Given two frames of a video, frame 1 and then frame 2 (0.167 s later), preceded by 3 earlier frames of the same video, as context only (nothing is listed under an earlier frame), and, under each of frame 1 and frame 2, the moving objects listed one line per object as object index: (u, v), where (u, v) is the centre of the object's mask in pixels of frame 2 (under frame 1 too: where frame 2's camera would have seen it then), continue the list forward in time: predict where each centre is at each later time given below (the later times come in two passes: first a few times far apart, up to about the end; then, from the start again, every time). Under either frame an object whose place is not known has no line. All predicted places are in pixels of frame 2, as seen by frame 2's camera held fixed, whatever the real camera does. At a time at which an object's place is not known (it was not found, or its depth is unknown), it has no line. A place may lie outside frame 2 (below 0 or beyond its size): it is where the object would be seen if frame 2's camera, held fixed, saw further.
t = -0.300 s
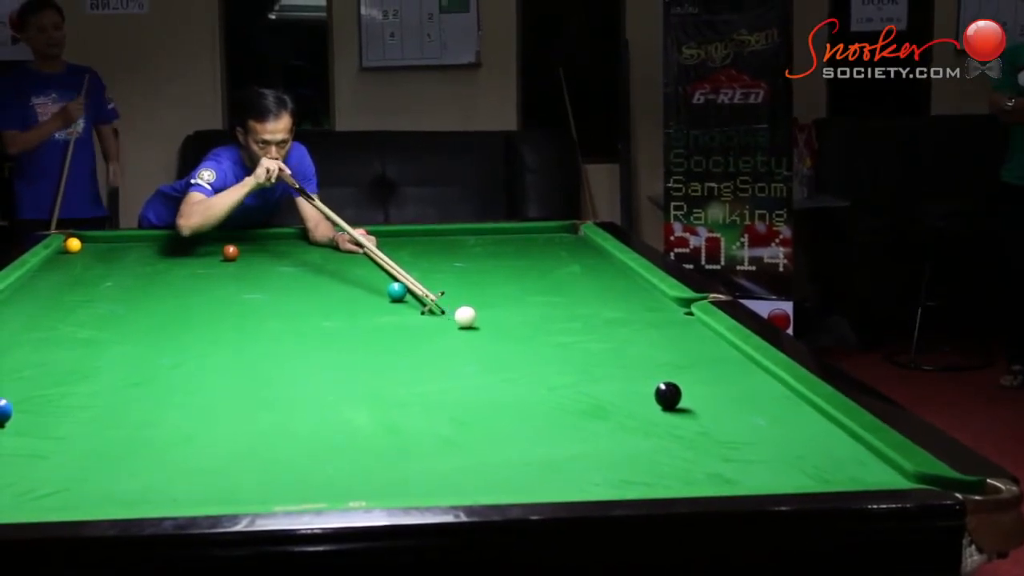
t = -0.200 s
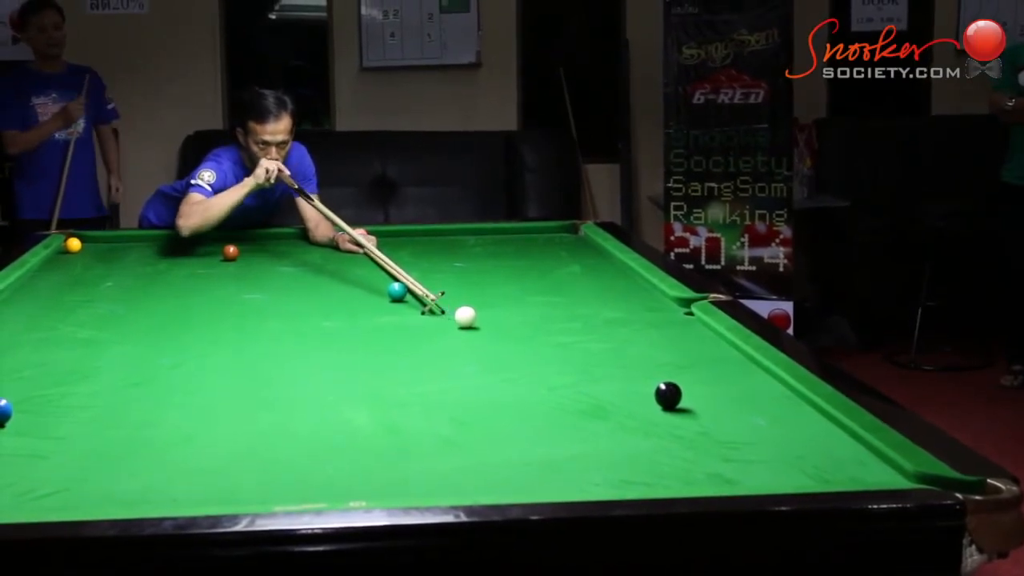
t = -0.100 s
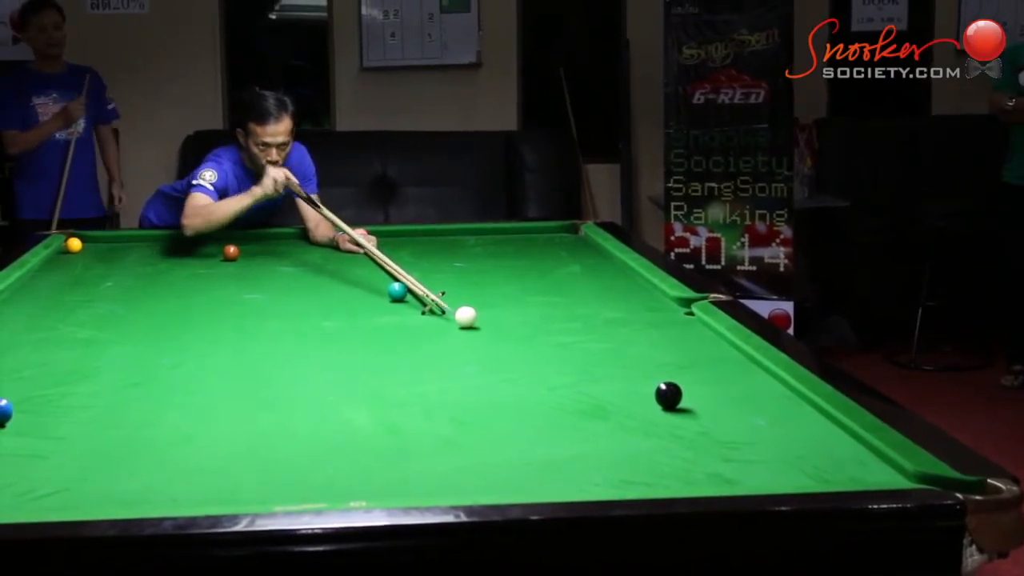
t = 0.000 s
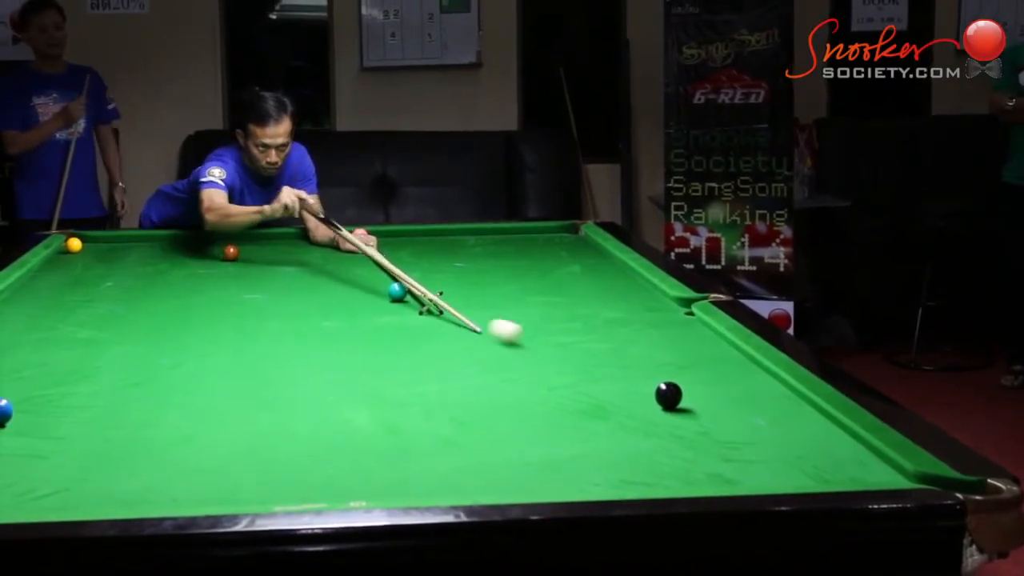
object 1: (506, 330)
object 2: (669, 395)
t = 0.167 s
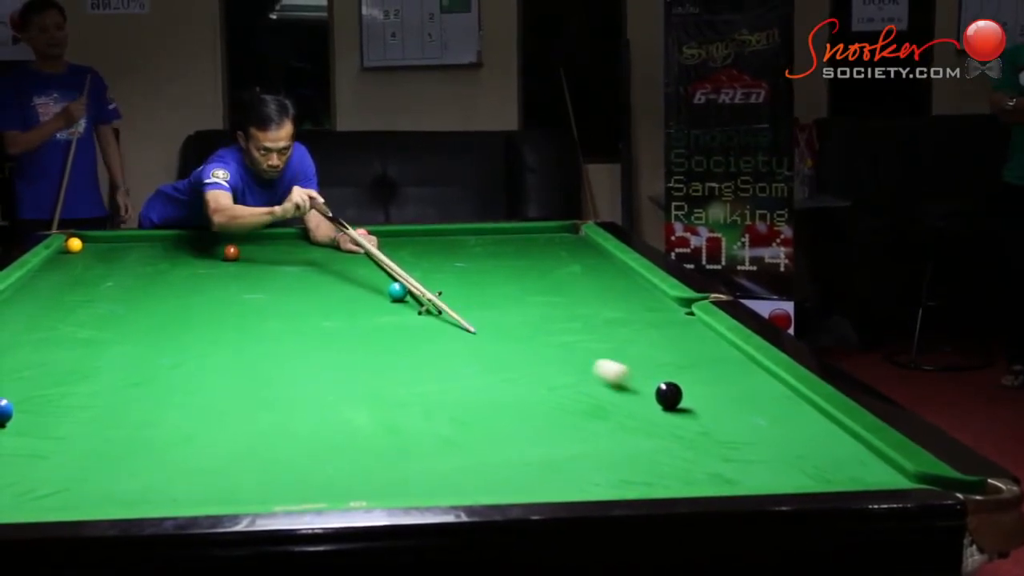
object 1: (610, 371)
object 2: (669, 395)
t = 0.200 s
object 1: (633, 380)
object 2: (669, 395)
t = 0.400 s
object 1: (641, 388)
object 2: (816, 445)
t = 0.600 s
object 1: (625, 385)
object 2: (885, 475)
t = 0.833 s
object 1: (608, 381)
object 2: (757, 478)
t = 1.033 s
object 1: (595, 379)
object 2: (661, 480)
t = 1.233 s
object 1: (585, 376)
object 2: (569, 482)
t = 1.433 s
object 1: (575, 374)
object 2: (478, 484)
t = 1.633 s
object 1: (567, 373)
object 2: (389, 487)
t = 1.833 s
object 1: (561, 371)
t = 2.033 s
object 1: (556, 370)
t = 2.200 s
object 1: (554, 370)
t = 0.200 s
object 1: (633, 380)
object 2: (669, 395)
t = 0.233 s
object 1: (651, 388)
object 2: (675, 395)
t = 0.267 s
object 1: (651, 390)
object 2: (701, 405)
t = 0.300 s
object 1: (649, 390)
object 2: (730, 416)
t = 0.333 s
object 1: (647, 389)
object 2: (757, 425)
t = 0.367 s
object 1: (644, 389)
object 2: (786, 435)
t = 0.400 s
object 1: (641, 388)
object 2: (816, 445)
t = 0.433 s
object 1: (638, 388)
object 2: (844, 455)
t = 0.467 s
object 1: (635, 387)
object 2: (874, 465)
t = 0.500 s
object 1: (633, 386)
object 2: (901, 473)
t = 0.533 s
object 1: (630, 386)
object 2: (907, 476)
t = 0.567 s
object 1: (627, 386)
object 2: (909, 474)
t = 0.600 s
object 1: (625, 385)
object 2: (885, 475)
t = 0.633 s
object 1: (622, 384)
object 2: (864, 476)
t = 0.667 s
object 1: (620, 384)
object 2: (842, 476)
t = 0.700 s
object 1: (617, 383)
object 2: (825, 476)
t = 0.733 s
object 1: (615, 383)
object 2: (808, 476)
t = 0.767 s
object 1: (612, 383)
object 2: (790, 477)
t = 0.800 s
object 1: (610, 382)
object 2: (773, 477)
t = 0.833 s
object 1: (608, 381)
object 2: (757, 478)
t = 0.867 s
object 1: (605, 381)
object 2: (740, 478)
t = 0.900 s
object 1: (603, 380)
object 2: (725, 478)
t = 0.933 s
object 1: (601, 380)
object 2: (710, 479)
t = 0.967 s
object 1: (599, 379)
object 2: (692, 479)
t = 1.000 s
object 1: (598, 379)
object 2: (677, 480)
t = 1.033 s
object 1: (595, 379)
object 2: (661, 480)
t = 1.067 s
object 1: (593, 378)
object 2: (646, 480)
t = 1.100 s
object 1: (591, 378)
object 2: (630, 481)
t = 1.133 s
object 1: (590, 377)
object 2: (614, 481)
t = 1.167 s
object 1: (588, 377)
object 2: (599, 481)
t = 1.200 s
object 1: (586, 377)
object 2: (583, 482)
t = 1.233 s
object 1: (585, 376)
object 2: (569, 482)
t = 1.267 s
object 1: (583, 376)
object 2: (553, 482)
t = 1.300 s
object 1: (581, 376)
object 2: (537, 483)
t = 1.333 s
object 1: (580, 375)
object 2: (523, 483)
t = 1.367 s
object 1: (578, 375)
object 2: (508, 484)
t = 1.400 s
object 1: (577, 375)
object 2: (492, 484)
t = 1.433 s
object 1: (575, 374)
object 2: (478, 484)
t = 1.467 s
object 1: (574, 374)
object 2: (463, 485)
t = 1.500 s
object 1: (572, 374)
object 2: (448, 485)
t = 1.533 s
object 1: (571, 373)
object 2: (434, 485)
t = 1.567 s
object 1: (570, 373)
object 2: (419, 486)
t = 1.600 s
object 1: (568, 373)
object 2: (404, 486)
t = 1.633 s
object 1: (567, 373)
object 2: (389, 487)
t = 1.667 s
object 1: (566, 372)
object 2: (374, 487)
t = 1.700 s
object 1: (565, 372)
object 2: (360, 488)
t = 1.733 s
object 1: (564, 372)
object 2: (347, 488)
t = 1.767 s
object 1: (563, 372)
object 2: (332, 488)
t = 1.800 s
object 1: (562, 372)
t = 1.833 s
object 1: (561, 371)
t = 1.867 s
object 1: (560, 371)
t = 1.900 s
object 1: (559, 371)
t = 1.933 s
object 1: (558, 371)
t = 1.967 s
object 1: (558, 371)
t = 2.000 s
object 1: (557, 371)
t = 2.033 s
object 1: (556, 370)
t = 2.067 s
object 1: (556, 370)
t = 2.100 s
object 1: (555, 370)
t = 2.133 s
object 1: (555, 370)
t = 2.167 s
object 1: (554, 370)
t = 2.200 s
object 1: (554, 370)
